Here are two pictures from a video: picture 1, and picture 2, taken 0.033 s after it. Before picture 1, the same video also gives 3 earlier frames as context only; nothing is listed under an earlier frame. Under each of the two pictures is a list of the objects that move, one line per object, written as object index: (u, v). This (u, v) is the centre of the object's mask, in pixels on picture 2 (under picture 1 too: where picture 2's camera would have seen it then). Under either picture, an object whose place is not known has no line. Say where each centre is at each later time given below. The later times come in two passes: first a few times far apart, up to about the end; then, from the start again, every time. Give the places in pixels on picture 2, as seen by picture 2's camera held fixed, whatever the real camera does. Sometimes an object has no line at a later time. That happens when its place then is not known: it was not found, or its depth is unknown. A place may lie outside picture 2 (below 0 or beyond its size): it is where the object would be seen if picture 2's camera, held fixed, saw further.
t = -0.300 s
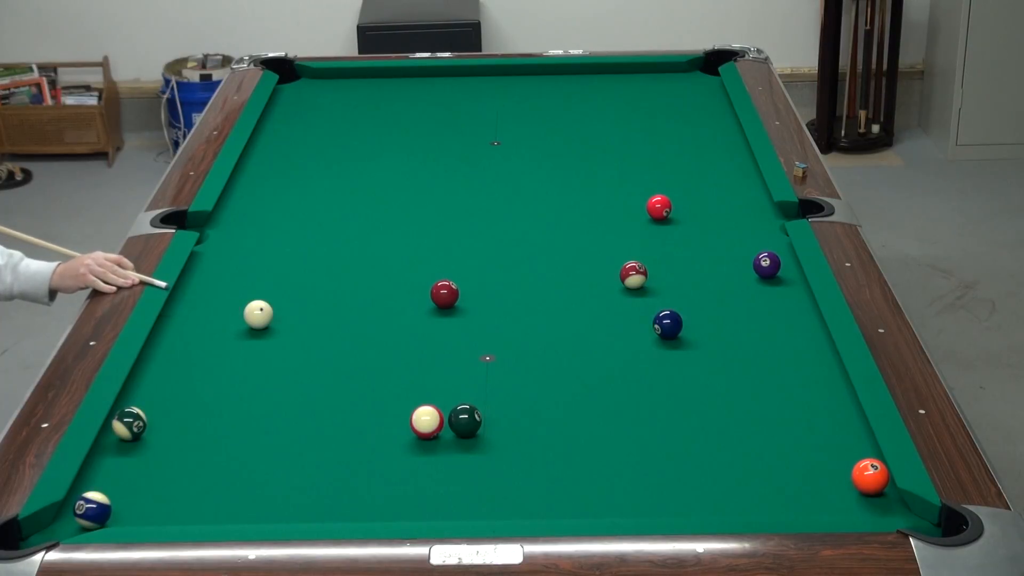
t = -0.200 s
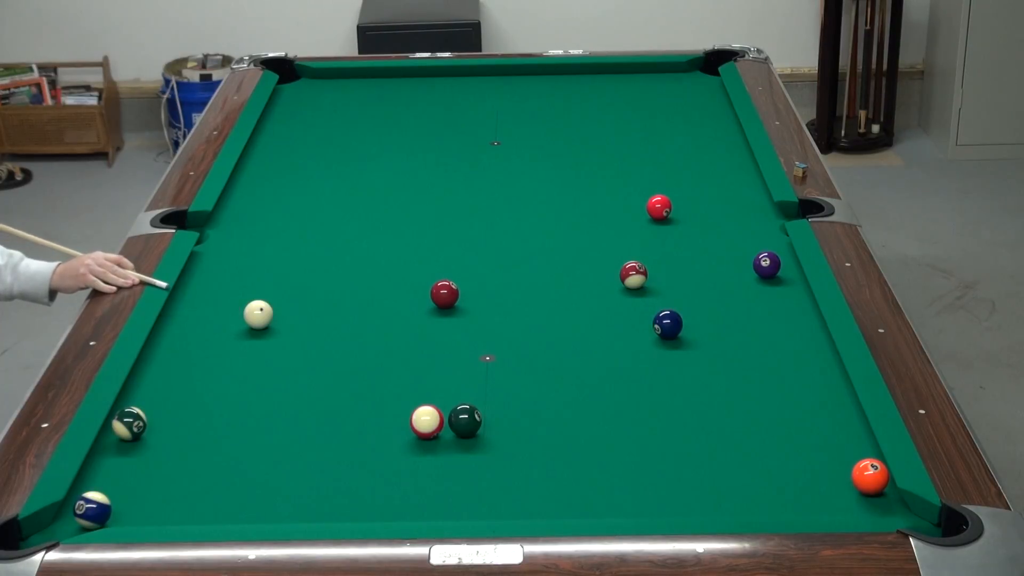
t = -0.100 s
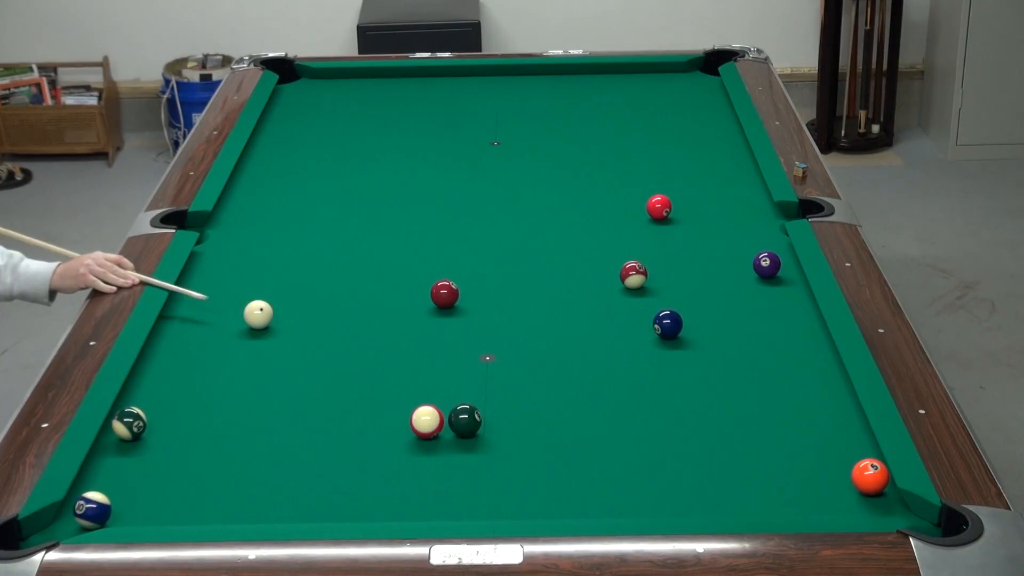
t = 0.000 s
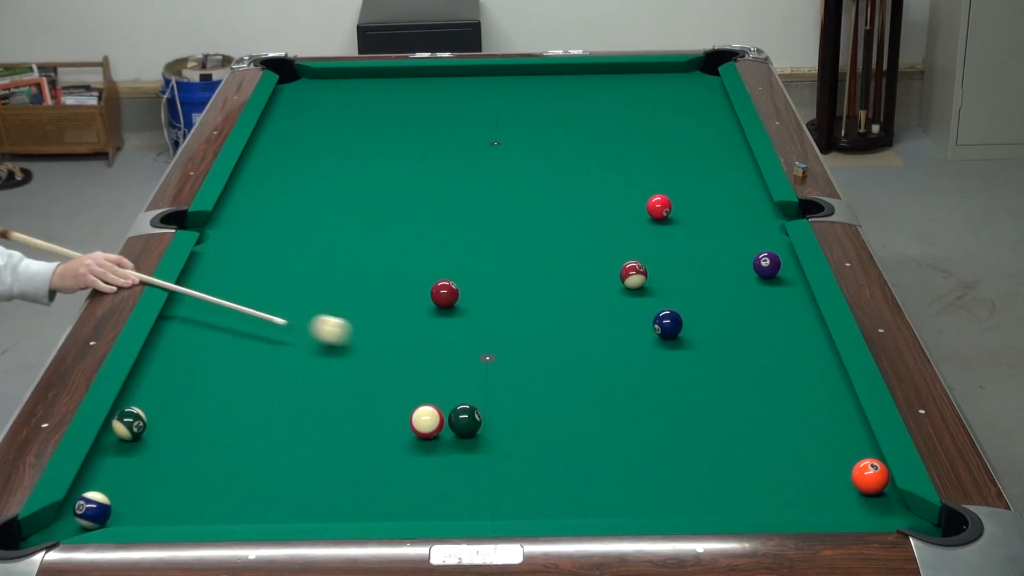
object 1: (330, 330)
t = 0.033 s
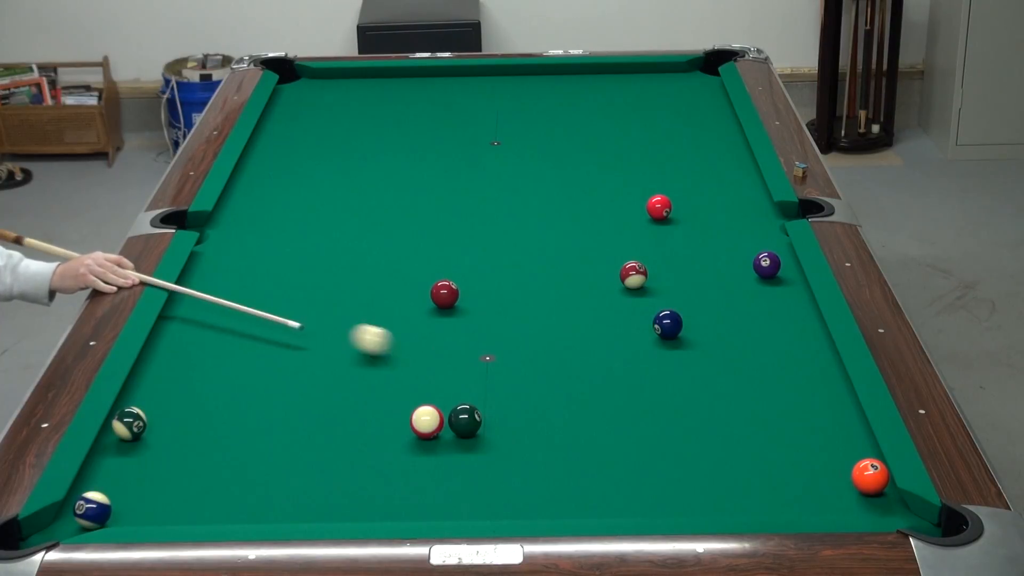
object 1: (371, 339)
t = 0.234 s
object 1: (619, 398)
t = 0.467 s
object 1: (820, 469)
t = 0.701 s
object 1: (638, 505)
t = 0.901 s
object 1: (526, 483)
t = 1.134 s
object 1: (405, 458)
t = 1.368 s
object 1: (294, 435)
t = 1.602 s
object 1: (193, 414)
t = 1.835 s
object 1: (158, 390)
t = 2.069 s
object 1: (221, 362)
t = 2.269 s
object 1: (270, 340)
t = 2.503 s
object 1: (321, 316)
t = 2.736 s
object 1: (368, 295)
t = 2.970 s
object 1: (411, 276)
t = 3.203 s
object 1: (450, 258)
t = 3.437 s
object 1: (485, 242)
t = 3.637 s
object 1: (513, 229)
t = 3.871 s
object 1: (543, 216)
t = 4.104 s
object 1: (571, 203)
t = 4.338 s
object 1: (597, 192)
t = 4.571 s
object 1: (621, 182)
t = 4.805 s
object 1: (644, 172)
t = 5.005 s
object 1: (661, 164)
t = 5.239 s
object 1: (680, 156)
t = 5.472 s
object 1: (698, 148)
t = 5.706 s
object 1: (714, 141)
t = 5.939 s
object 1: (728, 134)
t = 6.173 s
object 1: (726, 130)
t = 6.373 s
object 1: (719, 127)
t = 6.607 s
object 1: (712, 123)
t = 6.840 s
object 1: (705, 121)
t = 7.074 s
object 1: (700, 118)
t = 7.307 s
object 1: (696, 117)
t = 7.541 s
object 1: (693, 115)
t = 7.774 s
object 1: (691, 114)
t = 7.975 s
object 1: (691, 113)
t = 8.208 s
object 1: (691, 113)
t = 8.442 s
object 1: (691, 113)
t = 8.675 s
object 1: (692, 113)
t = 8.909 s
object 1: (691, 113)
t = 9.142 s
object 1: (691, 113)
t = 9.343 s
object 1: (692, 113)
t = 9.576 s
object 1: (692, 113)
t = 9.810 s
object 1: (692, 113)
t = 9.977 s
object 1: (692, 113)
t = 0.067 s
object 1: (412, 349)
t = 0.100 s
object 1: (453, 358)
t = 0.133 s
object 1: (494, 368)
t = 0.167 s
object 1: (535, 378)
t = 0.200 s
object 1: (576, 388)
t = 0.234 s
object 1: (619, 398)
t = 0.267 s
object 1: (663, 409)
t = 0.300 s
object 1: (708, 420)
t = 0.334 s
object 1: (754, 431)
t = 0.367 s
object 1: (802, 442)
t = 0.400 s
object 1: (848, 452)
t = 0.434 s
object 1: (849, 461)
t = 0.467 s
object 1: (820, 469)
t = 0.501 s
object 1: (790, 476)
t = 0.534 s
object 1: (762, 484)
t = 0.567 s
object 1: (734, 492)
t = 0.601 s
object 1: (708, 499)
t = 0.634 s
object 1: (683, 505)
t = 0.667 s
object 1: (659, 508)
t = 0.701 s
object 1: (638, 505)
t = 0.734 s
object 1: (619, 501)
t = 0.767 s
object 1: (600, 498)
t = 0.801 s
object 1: (581, 495)
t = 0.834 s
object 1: (562, 491)
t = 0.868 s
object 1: (544, 487)
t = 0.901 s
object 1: (526, 483)
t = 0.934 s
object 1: (508, 479)
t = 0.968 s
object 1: (490, 476)
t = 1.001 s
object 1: (473, 472)
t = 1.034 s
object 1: (456, 469)
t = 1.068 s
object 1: (439, 465)
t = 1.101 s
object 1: (422, 462)
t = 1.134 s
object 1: (405, 458)
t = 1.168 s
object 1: (389, 455)
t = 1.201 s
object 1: (373, 451)
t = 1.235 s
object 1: (357, 448)
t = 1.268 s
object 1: (341, 445)
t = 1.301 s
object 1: (325, 441)
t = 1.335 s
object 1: (310, 438)
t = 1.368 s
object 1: (294, 435)
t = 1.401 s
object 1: (279, 432)
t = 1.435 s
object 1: (264, 429)
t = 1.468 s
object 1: (250, 425)
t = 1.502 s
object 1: (235, 422)
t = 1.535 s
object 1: (221, 419)
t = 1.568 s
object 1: (207, 416)
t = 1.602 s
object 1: (193, 414)
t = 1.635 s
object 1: (179, 411)
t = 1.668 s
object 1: (165, 408)
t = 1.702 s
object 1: (152, 404)
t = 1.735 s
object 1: (139, 399)
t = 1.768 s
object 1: (136, 396)
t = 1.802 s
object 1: (147, 394)
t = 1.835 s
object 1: (158, 390)
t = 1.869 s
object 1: (168, 386)
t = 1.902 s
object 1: (177, 381)
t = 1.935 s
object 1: (186, 377)
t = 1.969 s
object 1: (195, 373)
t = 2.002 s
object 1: (204, 369)
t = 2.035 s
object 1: (212, 365)
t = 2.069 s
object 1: (221, 362)
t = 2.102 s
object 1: (229, 357)
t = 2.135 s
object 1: (237, 354)
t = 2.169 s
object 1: (246, 350)
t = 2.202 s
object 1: (254, 347)
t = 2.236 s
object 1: (261, 343)
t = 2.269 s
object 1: (270, 340)
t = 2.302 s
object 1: (277, 336)
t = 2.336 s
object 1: (285, 332)
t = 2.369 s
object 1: (292, 329)
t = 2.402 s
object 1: (299, 326)
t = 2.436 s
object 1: (307, 323)
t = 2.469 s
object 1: (314, 319)
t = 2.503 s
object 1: (321, 316)
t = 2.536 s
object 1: (328, 313)
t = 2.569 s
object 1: (335, 310)
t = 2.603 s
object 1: (342, 307)
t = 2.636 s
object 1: (348, 304)
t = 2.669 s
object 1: (355, 301)
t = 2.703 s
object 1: (362, 297)
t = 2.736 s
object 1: (368, 295)
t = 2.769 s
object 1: (374, 292)
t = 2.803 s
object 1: (381, 289)
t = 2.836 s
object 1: (387, 286)
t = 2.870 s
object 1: (393, 284)
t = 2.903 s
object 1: (399, 281)
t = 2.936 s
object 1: (405, 278)
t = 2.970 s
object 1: (411, 276)
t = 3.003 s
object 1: (416, 273)
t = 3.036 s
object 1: (422, 270)
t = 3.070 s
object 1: (428, 268)
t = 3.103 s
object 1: (433, 265)
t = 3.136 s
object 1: (439, 263)
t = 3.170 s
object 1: (444, 260)
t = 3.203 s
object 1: (450, 258)
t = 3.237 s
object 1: (455, 256)
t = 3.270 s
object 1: (460, 253)
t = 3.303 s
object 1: (465, 251)
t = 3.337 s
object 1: (470, 249)
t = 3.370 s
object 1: (475, 247)
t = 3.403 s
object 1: (480, 244)
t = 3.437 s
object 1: (485, 242)
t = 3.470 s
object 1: (490, 240)
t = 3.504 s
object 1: (495, 238)
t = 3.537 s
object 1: (499, 236)
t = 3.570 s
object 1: (504, 234)
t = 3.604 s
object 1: (509, 232)
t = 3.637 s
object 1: (513, 229)
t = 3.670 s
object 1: (518, 228)
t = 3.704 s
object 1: (522, 225)
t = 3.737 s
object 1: (526, 223)
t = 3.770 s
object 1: (531, 222)
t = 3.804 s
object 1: (535, 219)
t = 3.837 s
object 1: (539, 218)
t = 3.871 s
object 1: (543, 216)
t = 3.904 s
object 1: (548, 214)
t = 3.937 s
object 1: (552, 212)
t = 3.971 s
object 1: (556, 210)
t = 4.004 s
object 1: (560, 209)
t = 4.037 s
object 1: (563, 207)
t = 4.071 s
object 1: (567, 205)
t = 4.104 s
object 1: (571, 203)
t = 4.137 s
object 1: (575, 202)
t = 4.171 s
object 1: (579, 200)
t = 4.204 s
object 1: (583, 199)
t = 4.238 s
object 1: (586, 197)
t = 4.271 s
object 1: (590, 195)
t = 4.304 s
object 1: (593, 194)
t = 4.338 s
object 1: (597, 192)
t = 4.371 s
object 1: (601, 191)
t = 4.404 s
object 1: (604, 189)
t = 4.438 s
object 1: (608, 187)
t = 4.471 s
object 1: (611, 186)
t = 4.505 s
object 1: (615, 184)
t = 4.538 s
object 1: (618, 183)
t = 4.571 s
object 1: (621, 182)
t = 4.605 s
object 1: (625, 180)
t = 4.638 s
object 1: (628, 178)
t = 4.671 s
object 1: (631, 177)
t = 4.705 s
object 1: (634, 176)
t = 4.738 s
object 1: (637, 175)
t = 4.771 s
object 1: (640, 173)
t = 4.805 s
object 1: (644, 172)
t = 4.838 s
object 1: (646, 171)
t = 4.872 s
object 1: (650, 169)
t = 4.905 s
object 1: (653, 168)
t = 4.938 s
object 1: (655, 167)
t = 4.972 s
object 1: (658, 166)
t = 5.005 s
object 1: (661, 164)
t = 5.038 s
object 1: (664, 163)
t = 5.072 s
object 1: (667, 162)
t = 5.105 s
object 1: (669, 160)
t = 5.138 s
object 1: (672, 159)
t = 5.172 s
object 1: (675, 158)
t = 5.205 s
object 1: (678, 157)
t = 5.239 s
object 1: (680, 156)
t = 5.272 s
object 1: (683, 155)
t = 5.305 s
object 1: (685, 153)
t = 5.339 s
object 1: (688, 152)
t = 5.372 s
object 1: (690, 151)
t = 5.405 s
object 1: (693, 150)
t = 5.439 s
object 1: (695, 149)
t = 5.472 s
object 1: (698, 148)
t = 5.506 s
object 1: (700, 147)
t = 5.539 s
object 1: (702, 146)
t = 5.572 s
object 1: (705, 145)
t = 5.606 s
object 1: (707, 144)
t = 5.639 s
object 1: (709, 143)
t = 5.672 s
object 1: (712, 142)
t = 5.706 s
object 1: (714, 141)
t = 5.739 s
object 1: (716, 140)
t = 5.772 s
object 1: (718, 139)
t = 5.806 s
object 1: (720, 138)
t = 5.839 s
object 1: (722, 137)
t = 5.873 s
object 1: (724, 136)
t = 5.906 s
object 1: (726, 135)
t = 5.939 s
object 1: (728, 134)
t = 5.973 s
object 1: (730, 133)
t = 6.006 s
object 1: (732, 132)
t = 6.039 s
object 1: (732, 132)
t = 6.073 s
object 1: (730, 131)
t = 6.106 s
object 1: (729, 131)
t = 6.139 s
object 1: (728, 130)
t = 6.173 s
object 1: (726, 130)
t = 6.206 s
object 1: (725, 129)
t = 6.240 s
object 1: (724, 129)
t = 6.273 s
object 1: (723, 128)
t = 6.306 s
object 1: (721, 128)
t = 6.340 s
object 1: (720, 127)
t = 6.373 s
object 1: (719, 127)
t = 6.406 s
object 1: (718, 126)
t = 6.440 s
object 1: (717, 126)
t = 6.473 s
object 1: (716, 125)
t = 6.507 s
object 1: (715, 125)
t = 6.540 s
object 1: (714, 124)
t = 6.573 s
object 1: (713, 124)
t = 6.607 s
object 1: (712, 123)
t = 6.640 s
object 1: (711, 123)
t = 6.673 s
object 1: (710, 122)
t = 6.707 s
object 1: (709, 122)
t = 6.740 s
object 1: (708, 122)
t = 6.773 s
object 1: (707, 121)
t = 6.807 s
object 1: (706, 121)
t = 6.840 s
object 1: (705, 121)
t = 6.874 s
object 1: (704, 120)
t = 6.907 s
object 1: (704, 120)
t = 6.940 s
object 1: (703, 120)
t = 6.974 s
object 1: (702, 119)
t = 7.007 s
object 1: (701, 119)
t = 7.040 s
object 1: (701, 119)
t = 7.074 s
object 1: (700, 118)
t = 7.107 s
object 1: (699, 118)
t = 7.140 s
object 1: (699, 118)
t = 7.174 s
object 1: (698, 118)
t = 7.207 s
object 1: (697, 117)
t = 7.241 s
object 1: (697, 117)
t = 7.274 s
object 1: (696, 117)
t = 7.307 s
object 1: (696, 117)
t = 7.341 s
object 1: (695, 116)
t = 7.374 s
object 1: (695, 116)
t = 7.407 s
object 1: (694, 116)
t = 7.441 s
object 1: (694, 116)
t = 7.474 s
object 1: (694, 115)
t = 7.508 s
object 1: (693, 115)
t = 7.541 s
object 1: (693, 115)
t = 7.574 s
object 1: (693, 115)
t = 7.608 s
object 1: (692, 115)
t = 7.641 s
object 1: (692, 115)
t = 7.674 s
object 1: (692, 114)
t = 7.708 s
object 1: (691, 114)
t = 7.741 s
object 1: (691, 114)
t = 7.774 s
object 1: (691, 114)
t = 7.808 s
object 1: (691, 114)
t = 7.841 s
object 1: (691, 114)
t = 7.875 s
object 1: (691, 114)
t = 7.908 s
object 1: (691, 114)
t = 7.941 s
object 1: (691, 113)
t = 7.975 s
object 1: (691, 113)
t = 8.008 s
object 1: (691, 113)
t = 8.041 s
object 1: (691, 113)
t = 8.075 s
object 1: (691, 113)
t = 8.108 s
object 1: (691, 113)
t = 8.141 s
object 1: (691, 113)
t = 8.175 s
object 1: (691, 113)
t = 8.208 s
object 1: (691, 113)
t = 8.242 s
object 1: (691, 113)
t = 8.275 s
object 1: (691, 113)
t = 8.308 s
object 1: (691, 113)
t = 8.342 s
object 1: (691, 113)
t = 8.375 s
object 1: (691, 113)
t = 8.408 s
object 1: (691, 113)
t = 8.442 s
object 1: (691, 113)
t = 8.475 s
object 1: (691, 113)
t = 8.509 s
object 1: (691, 113)
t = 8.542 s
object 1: (691, 113)
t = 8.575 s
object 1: (691, 113)
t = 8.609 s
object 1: (691, 113)
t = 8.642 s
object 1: (692, 113)
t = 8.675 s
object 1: (692, 113)
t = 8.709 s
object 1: (691, 113)
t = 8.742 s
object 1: (691, 113)
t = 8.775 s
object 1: (691, 113)
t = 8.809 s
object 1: (692, 113)
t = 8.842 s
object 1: (691, 113)
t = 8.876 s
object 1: (691, 113)
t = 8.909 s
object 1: (691, 113)
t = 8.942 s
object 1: (691, 113)
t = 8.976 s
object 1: (691, 113)
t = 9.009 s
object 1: (691, 113)
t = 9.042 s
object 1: (691, 113)
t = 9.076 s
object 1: (691, 113)
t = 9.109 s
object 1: (692, 113)
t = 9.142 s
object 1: (691, 113)
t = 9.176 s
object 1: (691, 113)
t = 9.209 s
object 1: (692, 113)
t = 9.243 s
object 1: (692, 113)
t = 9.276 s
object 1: (692, 113)
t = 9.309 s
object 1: (692, 113)
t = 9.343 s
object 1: (692, 113)
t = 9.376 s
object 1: (692, 113)
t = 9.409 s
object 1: (692, 113)
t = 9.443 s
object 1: (692, 113)
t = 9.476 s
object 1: (692, 113)
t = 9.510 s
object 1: (692, 113)
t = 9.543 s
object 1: (692, 113)
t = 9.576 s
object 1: (692, 113)
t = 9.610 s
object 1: (692, 113)
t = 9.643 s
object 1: (692, 113)
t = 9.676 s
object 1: (692, 113)
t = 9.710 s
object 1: (692, 113)
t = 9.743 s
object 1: (692, 113)
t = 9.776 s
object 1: (692, 113)
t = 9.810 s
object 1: (692, 113)
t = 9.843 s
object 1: (692, 113)
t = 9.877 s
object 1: (692, 113)
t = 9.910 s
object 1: (692, 113)
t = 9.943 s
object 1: (692, 113)
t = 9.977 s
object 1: (692, 113)
